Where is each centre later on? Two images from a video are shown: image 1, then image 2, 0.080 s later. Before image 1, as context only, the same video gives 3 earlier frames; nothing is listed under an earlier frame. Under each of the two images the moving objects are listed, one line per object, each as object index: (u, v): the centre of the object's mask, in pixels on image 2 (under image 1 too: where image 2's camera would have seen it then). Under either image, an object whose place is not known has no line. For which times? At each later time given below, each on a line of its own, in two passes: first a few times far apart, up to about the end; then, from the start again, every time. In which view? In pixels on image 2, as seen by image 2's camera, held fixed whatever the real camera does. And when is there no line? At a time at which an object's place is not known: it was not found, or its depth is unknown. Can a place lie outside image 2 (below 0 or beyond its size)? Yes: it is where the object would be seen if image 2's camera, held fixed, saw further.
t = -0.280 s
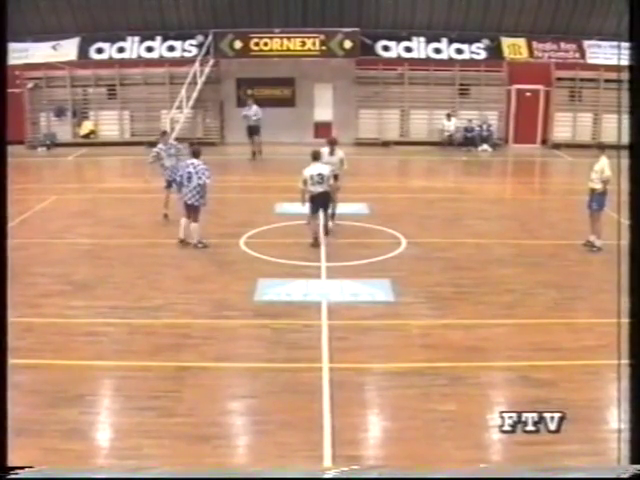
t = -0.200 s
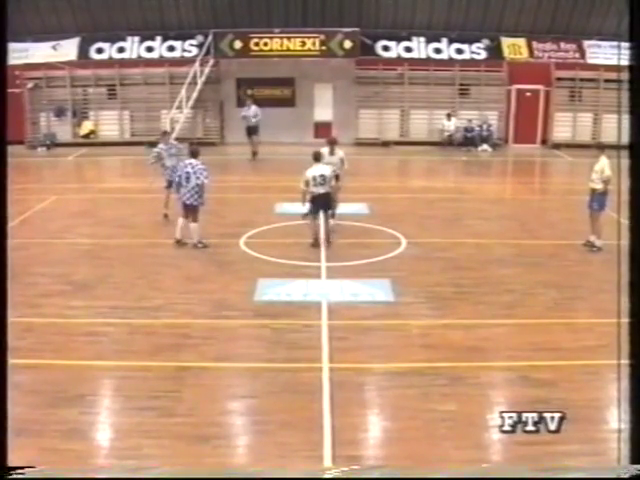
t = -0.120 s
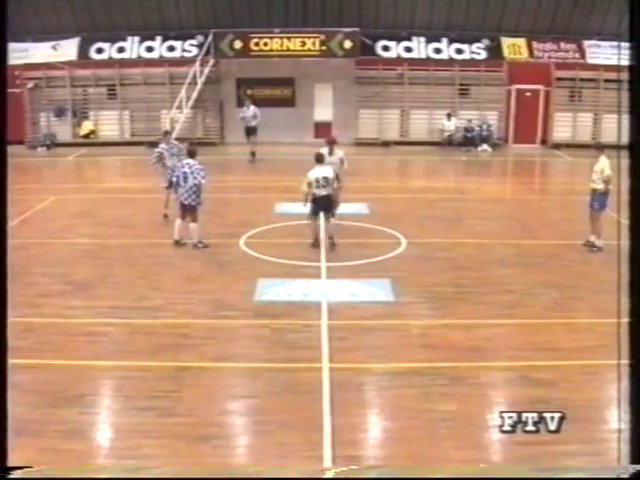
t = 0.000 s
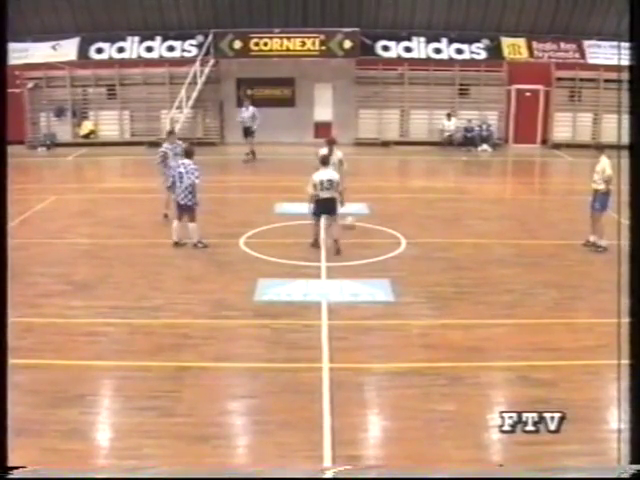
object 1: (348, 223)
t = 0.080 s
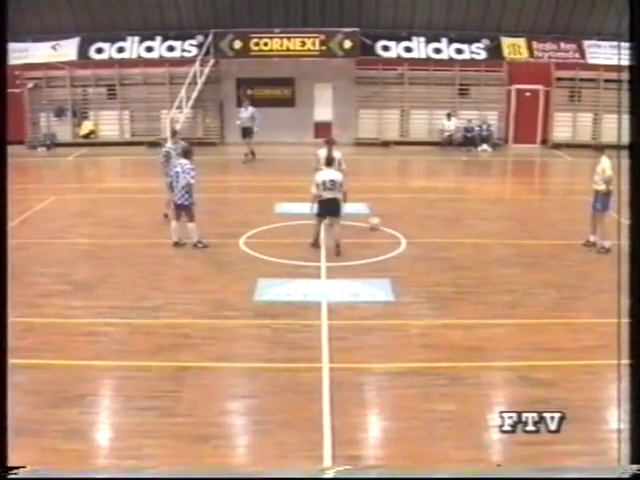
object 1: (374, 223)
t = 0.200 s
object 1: (407, 225)
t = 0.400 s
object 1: (455, 227)
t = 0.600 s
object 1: (495, 230)
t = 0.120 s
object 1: (385, 224)
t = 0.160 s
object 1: (396, 224)
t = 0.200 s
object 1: (407, 225)
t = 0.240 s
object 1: (418, 226)
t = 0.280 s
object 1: (428, 226)
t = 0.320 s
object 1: (437, 226)
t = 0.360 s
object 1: (447, 227)
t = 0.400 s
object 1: (455, 227)
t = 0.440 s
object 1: (464, 228)
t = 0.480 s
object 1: (471, 229)
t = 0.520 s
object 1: (478, 229)
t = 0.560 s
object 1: (486, 229)
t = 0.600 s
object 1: (495, 230)
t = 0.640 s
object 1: (500, 230)
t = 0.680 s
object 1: (508, 231)
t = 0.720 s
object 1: (514, 231)
